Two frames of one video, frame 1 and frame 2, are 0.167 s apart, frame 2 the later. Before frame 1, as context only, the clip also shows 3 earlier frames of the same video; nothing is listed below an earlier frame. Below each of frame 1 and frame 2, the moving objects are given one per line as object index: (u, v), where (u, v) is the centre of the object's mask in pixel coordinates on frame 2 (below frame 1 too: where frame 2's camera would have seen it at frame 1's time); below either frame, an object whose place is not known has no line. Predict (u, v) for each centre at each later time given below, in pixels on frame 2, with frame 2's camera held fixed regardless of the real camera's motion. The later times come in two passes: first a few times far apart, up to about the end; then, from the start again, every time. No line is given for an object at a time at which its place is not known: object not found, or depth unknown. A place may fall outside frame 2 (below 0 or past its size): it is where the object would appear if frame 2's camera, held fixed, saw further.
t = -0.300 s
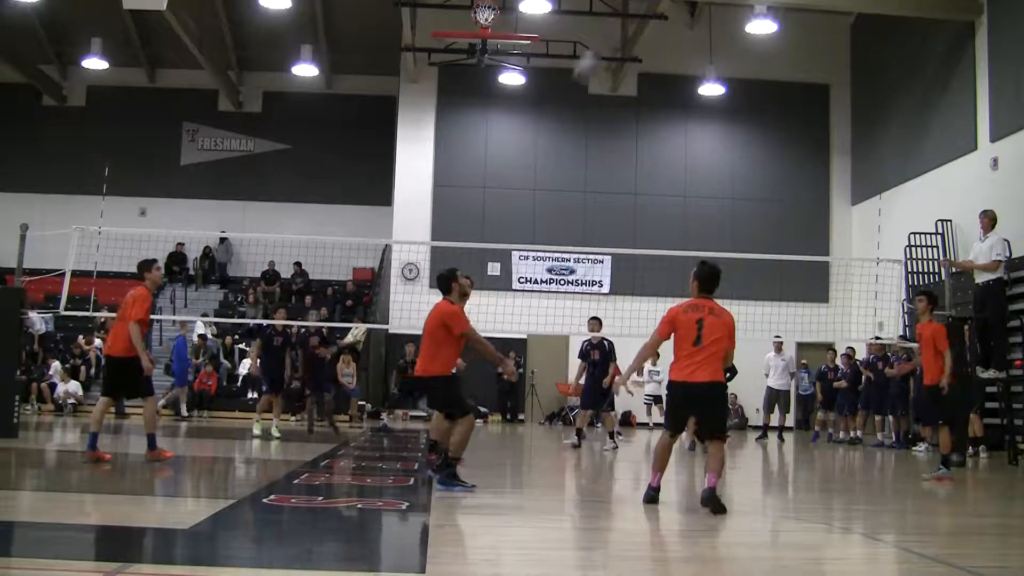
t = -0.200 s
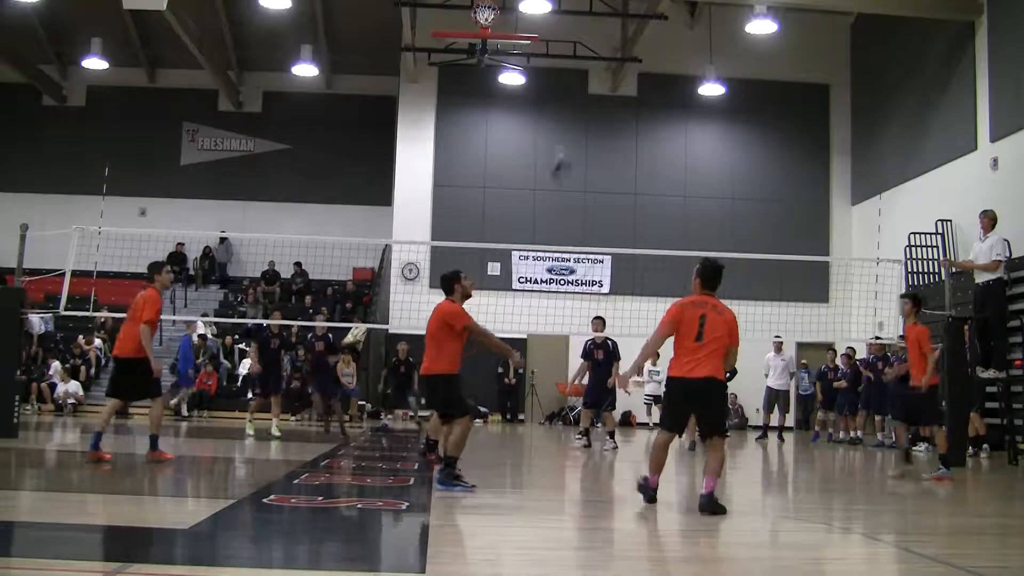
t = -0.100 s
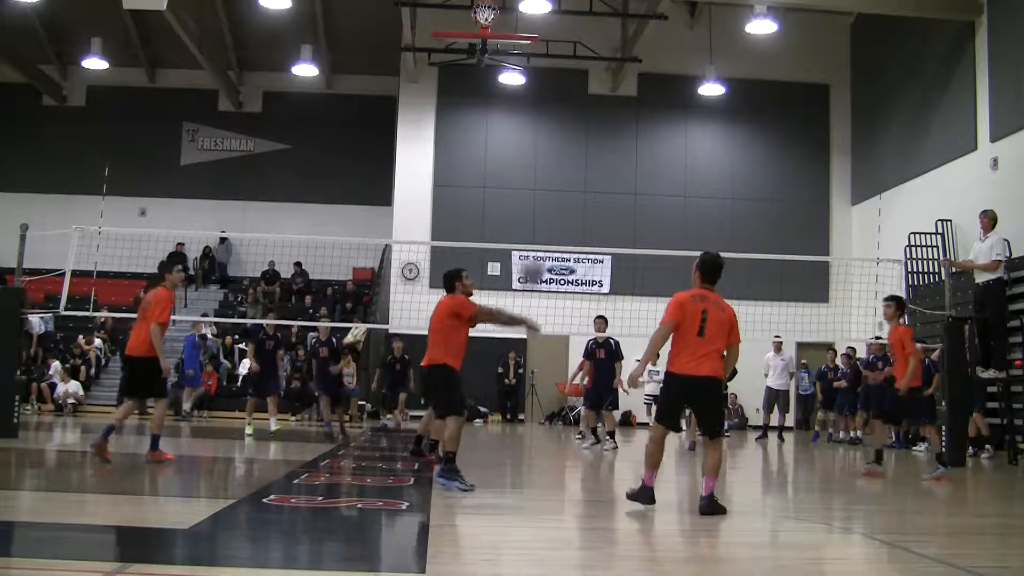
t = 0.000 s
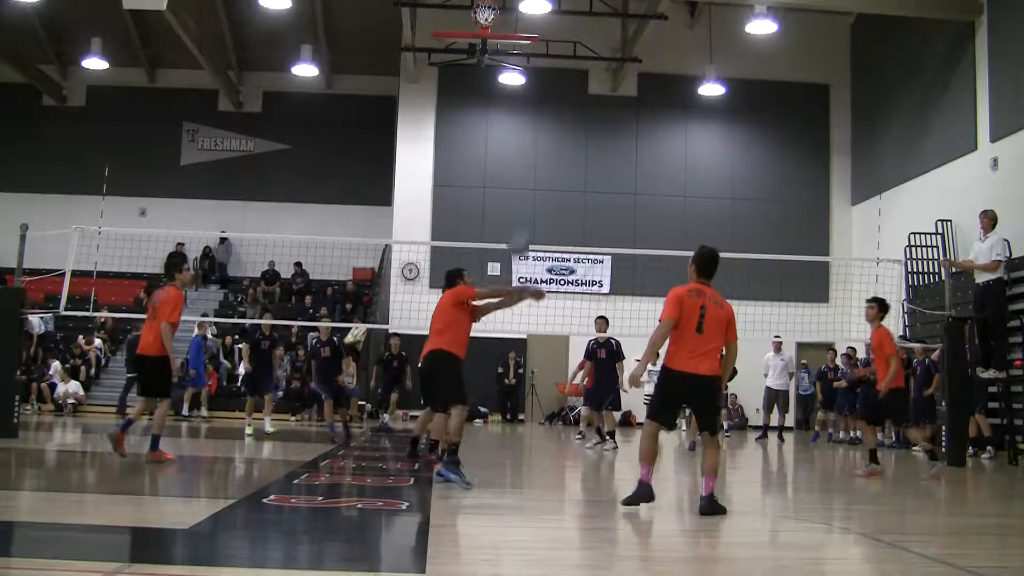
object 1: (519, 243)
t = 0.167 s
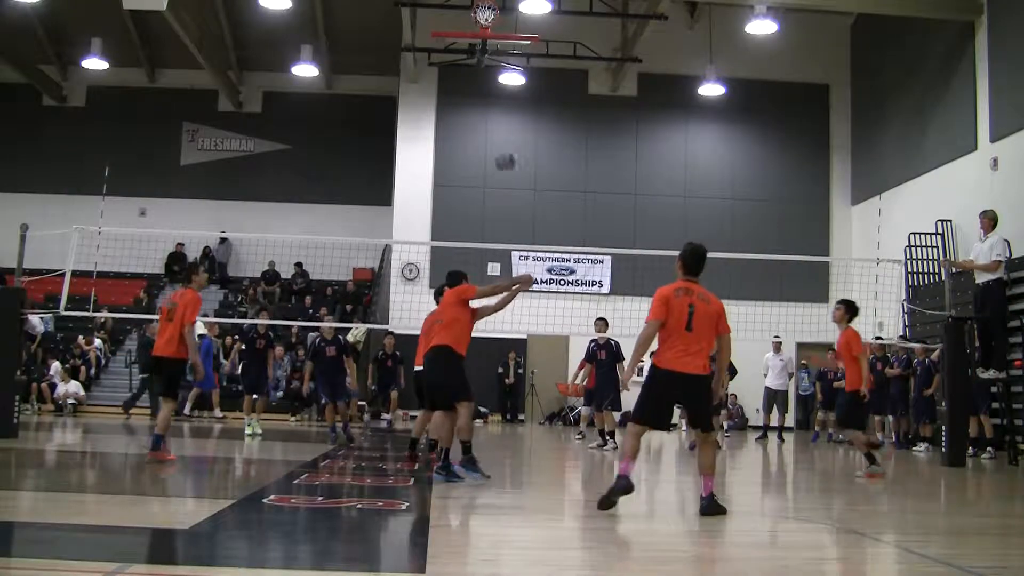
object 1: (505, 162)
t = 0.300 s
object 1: (494, 129)
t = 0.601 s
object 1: (473, 125)
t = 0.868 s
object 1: (458, 179)
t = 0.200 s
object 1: (502, 150)
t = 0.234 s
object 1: (500, 142)
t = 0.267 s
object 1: (497, 133)
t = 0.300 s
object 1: (494, 129)
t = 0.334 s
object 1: (492, 123)
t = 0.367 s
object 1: (490, 121)
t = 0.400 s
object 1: (487, 118)
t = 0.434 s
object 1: (485, 116)
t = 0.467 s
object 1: (482, 115)
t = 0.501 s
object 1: (479, 117)
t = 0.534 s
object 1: (478, 117)
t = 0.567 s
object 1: (476, 120)
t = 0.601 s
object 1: (473, 125)
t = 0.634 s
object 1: (471, 129)
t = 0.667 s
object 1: (470, 135)
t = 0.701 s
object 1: (468, 141)
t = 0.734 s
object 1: (466, 148)
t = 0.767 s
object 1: (464, 154)
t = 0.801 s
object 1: (461, 161)
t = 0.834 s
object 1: (460, 171)
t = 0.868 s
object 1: (458, 179)
